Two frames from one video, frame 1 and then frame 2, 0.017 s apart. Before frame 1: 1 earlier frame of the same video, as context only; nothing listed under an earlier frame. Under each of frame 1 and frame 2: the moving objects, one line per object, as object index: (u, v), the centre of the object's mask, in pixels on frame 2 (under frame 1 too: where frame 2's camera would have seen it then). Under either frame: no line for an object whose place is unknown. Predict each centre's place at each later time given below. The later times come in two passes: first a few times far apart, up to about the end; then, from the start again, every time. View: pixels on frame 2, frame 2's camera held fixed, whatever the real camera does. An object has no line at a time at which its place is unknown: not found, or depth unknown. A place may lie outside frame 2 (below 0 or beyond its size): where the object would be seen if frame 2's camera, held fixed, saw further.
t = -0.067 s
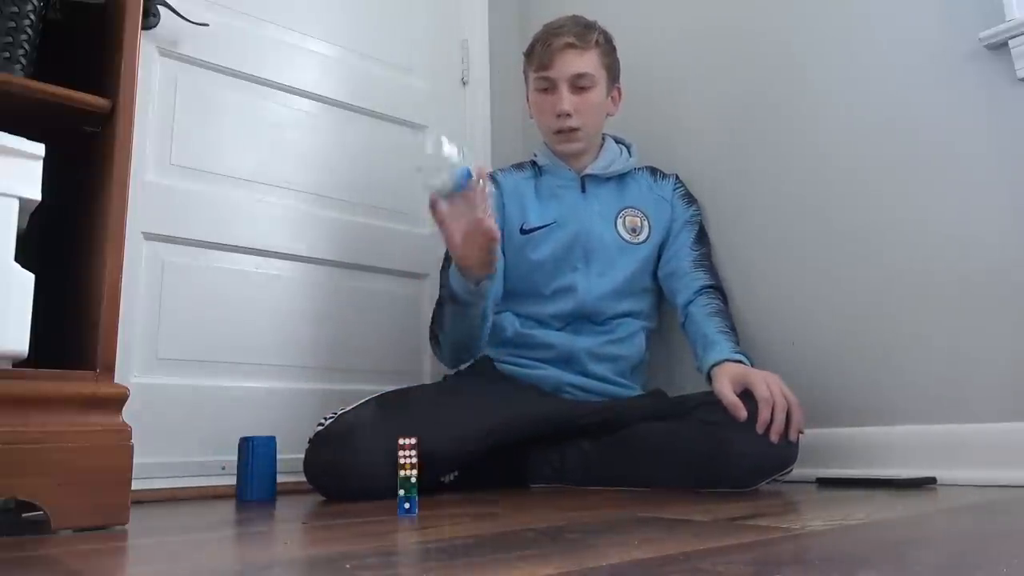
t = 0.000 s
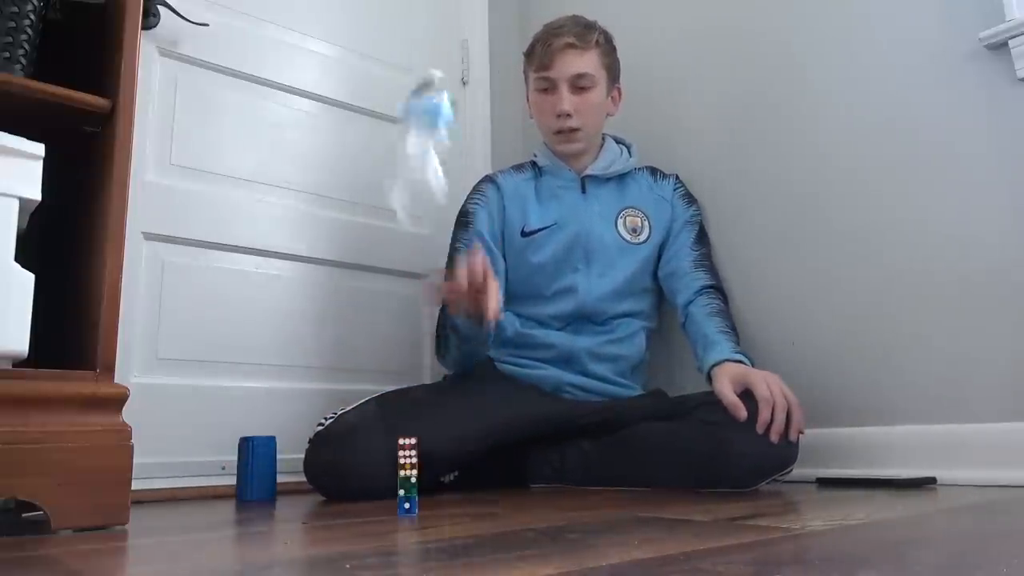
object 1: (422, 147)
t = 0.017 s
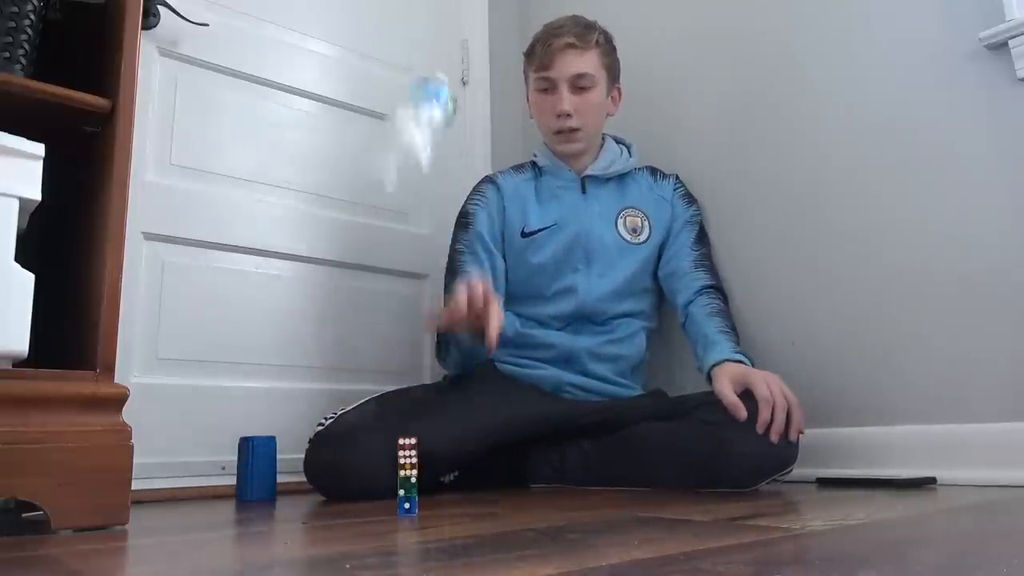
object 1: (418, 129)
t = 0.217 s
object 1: (409, 164)
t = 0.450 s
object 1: (397, 339)
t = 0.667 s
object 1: (376, 360)
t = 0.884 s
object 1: (344, 480)
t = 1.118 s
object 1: (320, 482)
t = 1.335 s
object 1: (304, 485)
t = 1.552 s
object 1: (291, 485)
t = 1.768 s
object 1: (278, 486)
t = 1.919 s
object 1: (269, 486)
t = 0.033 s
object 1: (422, 103)
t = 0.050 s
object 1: (422, 95)
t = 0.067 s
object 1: (421, 87)
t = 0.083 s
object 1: (417, 83)
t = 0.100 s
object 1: (418, 86)
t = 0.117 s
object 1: (417, 91)
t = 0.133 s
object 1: (415, 94)
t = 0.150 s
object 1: (415, 102)
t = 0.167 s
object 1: (414, 117)
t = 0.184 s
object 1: (413, 128)
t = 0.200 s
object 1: (411, 146)
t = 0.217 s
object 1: (409, 164)
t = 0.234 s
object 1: (409, 195)
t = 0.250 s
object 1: (408, 221)
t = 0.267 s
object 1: (407, 246)
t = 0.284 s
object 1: (406, 282)
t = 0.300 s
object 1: (404, 319)
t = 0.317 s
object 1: (403, 336)
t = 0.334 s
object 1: (402, 336)
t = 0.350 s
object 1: (400, 337)
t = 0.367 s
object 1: (400, 337)
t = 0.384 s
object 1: (399, 337)
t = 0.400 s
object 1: (398, 337)
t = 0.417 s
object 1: (397, 338)
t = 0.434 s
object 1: (397, 339)
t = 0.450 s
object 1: (397, 339)
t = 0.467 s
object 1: (396, 340)
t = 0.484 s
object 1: (395, 340)
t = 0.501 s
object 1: (395, 341)
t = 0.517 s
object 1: (394, 341)
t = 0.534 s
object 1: (393, 341)
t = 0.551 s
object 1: (391, 342)
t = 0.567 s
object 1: (389, 345)
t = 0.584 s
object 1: (387, 345)
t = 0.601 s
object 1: (385, 346)
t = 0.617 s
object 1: (383, 348)
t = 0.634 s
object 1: (381, 350)
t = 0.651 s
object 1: (379, 356)
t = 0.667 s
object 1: (376, 360)
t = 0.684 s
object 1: (373, 364)
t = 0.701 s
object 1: (370, 372)
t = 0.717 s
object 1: (366, 382)
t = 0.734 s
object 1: (364, 395)
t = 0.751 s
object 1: (360, 410)
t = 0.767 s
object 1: (357, 426)
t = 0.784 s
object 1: (358, 453)
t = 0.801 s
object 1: (349, 469)
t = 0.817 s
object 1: (346, 476)
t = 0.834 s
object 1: (346, 477)
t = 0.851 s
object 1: (345, 476)
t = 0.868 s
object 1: (345, 477)
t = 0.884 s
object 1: (344, 480)
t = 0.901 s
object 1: (344, 482)
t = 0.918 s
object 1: (341, 481)
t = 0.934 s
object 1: (338, 482)
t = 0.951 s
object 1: (335, 482)
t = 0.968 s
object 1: (332, 483)
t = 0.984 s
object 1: (329, 483)
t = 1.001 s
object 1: (327, 482)
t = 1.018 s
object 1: (325, 483)
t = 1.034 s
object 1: (323, 482)
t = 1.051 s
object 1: (322, 483)
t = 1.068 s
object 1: (321, 483)
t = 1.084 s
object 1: (321, 483)
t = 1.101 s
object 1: (321, 483)
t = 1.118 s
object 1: (320, 482)
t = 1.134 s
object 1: (320, 482)
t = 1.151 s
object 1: (319, 483)
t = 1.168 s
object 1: (317, 483)
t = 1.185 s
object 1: (314, 484)
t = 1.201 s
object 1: (312, 484)
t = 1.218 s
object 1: (309, 484)
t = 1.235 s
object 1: (308, 484)
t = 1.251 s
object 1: (306, 485)
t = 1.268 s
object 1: (305, 485)
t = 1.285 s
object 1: (305, 485)
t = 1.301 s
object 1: (305, 485)
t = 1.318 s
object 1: (304, 485)
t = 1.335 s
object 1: (304, 485)
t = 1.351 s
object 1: (303, 485)
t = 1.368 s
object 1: (302, 485)
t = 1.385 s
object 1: (300, 485)
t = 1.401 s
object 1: (298, 485)
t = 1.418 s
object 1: (297, 485)
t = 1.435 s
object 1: (294, 485)
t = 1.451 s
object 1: (293, 485)
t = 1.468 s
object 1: (292, 485)
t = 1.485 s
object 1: (291, 485)
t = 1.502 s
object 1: (291, 485)
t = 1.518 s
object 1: (291, 485)
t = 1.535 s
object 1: (291, 485)
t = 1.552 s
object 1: (291, 485)
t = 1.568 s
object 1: (290, 485)
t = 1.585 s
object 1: (289, 485)
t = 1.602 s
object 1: (287, 485)
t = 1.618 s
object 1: (285, 485)
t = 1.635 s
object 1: (283, 486)
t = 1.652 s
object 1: (281, 486)
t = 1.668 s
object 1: (280, 486)
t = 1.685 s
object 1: (279, 486)
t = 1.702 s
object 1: (278, 486)
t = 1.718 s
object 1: (278, 486)
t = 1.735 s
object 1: (278, 486)
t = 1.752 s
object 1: (278, 486)
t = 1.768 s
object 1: (278, 486)
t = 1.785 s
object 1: (277, 486)
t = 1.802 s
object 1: (276, 486)
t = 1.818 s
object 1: (274, 486)
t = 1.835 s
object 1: (272, 486)
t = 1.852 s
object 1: (270, 486)
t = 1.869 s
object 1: (268, 486)
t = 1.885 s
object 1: (268, 487)
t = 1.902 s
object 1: (268, 487)
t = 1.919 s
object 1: (269, 486)
